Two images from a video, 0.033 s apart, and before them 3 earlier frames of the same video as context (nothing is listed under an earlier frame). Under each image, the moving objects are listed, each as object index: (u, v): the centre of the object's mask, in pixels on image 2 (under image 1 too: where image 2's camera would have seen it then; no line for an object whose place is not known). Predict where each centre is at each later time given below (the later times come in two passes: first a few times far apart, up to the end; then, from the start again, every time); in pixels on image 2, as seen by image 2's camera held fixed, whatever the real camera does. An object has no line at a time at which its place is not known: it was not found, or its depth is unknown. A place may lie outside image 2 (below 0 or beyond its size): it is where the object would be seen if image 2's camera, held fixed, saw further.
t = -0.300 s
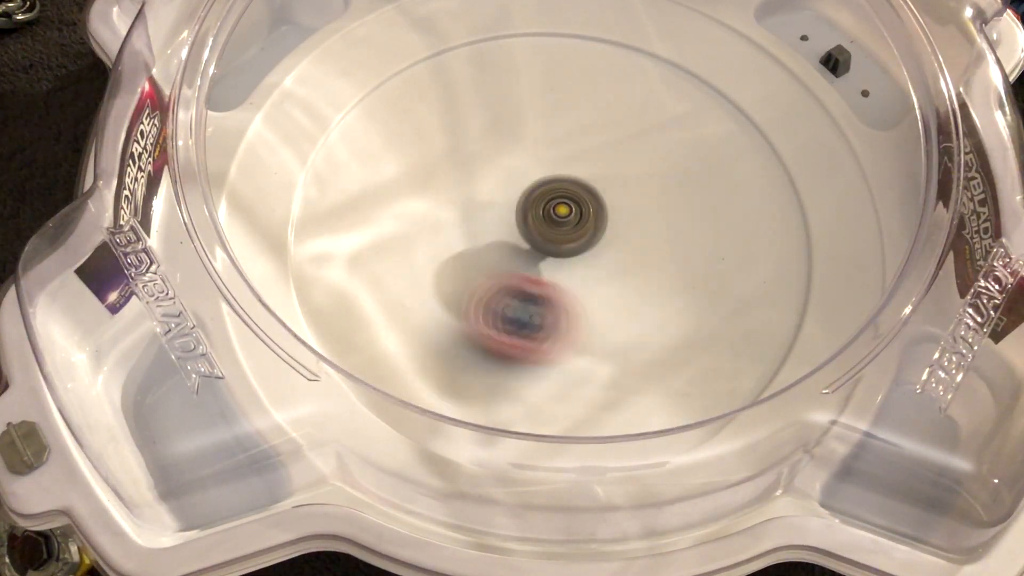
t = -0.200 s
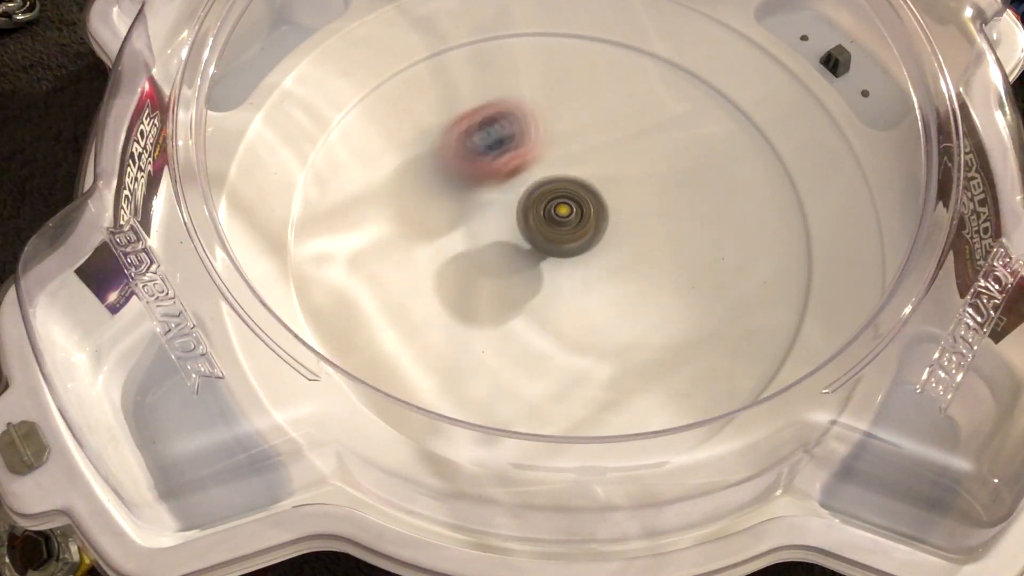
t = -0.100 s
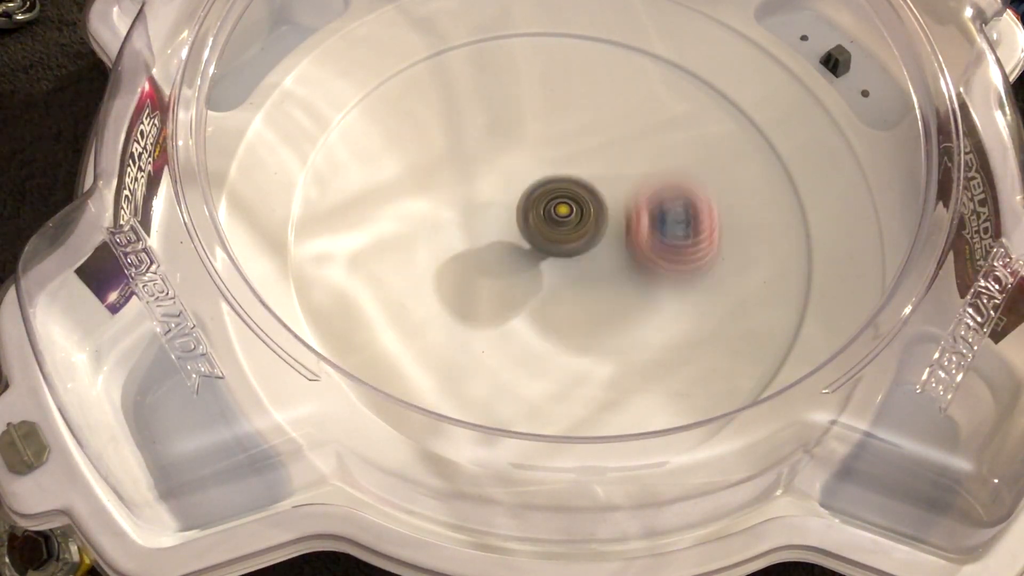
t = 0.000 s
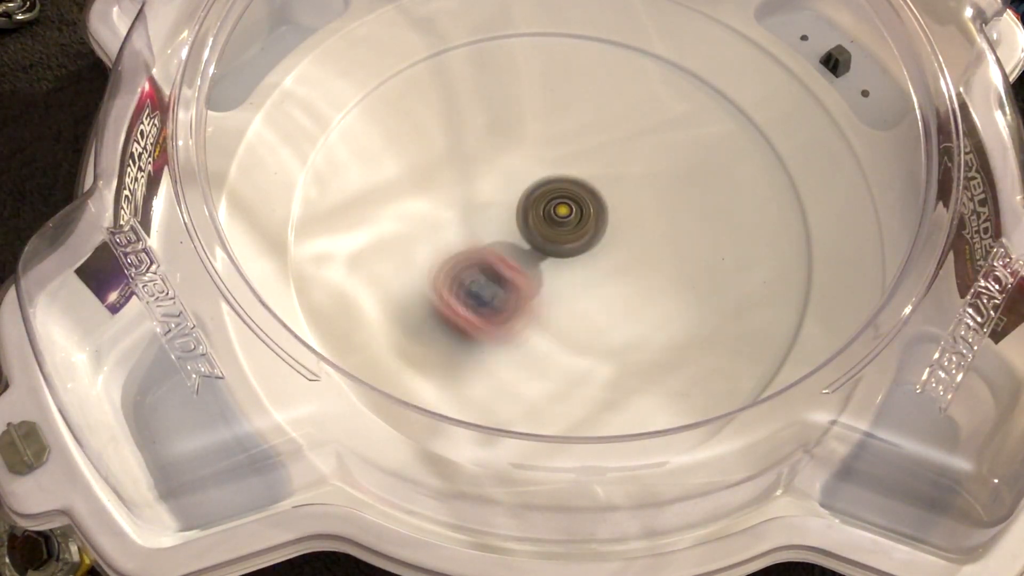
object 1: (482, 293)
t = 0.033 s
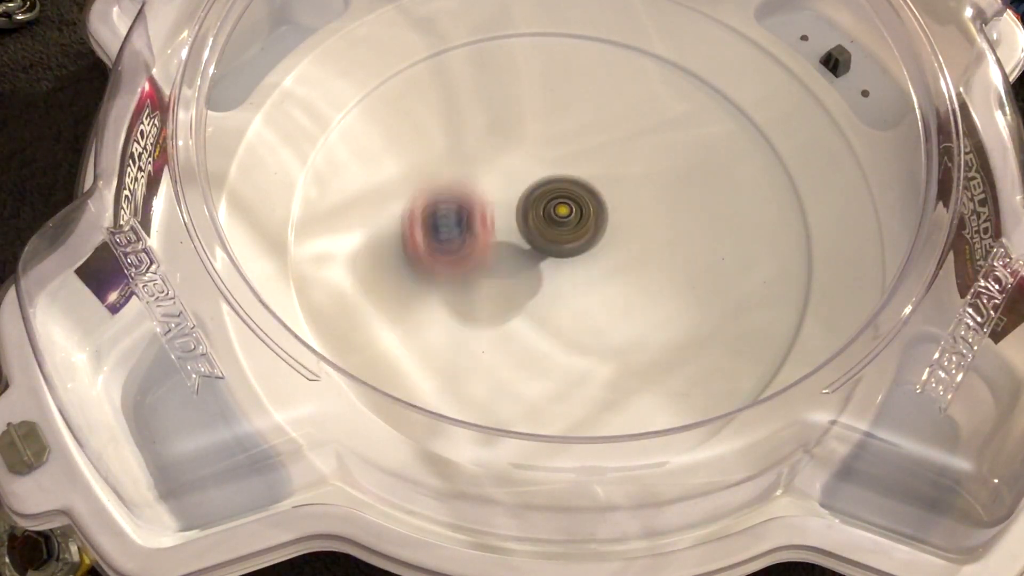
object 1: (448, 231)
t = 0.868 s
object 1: (661, 203)
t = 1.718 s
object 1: (542, 134)
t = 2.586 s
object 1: (454, 221)
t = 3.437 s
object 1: (560, 313)
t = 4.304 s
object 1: (658, 227)
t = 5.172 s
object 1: (568, 140)
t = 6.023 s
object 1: (479, 152)
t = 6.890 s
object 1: (537, 301)
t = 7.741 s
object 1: (598, 293)
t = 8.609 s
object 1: (588, 257)
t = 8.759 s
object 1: (588, 257)
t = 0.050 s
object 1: (453, 192)
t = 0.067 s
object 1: (470, 164)
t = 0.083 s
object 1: (500, 141)
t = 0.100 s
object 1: (537, 129)
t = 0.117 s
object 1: (577, 128)
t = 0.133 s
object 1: (613, 140)
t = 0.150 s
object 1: (645, 163)
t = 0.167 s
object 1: (664, 193)
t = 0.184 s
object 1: (669, 230)
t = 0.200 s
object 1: (659, 265)
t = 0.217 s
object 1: (636, 293)
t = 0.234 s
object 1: (597, 311)
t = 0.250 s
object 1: (554, 316)
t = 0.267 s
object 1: (511, 307)
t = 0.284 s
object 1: (479, 287)
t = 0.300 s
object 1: (455, 258)
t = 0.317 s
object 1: (448, 232)
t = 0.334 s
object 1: (448, 223)
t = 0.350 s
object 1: (448, 215)
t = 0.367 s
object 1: (449, 207)
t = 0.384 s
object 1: (451, 198)
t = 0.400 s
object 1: (454, 190)
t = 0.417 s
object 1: (457, 182)
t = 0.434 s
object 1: (462, 174)
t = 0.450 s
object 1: (468, 168)
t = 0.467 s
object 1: (474, 161)
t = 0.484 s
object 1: (481, 156)
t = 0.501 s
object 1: (488, 150)
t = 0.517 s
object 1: (496, 145)
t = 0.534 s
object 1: (505, 141)
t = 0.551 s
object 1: (514, 138)
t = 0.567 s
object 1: (522, 135)
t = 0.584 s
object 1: (531, 133)
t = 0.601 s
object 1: (541, 132)
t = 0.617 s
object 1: (551, 132)
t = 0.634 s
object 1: (561, 132)
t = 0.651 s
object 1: (570, 133)
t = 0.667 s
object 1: (580, 135)
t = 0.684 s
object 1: (589, 137)
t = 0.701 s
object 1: (598, 140)
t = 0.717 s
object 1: (607, 144)
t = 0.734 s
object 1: (615, 149)
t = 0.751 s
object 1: (624, 154)
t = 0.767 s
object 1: (632, 159)
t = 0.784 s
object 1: (638, 165)
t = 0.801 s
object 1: (644, 172)
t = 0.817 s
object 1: (649, 179)
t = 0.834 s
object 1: (654, 187)
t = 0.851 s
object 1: (658, 195)
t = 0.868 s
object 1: (661, 203)
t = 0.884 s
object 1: (664, 212)
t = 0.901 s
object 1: (665, 220)
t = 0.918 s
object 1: (665, 229)
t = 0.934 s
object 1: (664, 238)
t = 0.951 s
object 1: (663, 246)
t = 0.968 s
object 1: (661, 255)
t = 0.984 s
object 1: (657, 263)
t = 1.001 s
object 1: (653, 271)
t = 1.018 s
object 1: (648, 279)
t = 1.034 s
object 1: (642, 286)
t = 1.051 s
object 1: (635, 293)
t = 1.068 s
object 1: (627, 299)
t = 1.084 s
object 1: (618, 304)
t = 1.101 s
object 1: (609, 308)
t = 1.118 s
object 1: (600, 312)
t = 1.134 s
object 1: (590, 314)
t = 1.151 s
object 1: (580, 316)
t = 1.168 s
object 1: (570, 316)
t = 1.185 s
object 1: (560, 316)
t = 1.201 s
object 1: (548, 316)
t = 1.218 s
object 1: (538, 315)
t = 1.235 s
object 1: (528, 312)
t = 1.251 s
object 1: (519, 309)
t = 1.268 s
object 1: (510, 305)
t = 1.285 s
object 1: (502, 300)
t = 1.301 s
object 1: (494, 294)
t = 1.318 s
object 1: (486, 288)
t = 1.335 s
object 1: (479, 283)
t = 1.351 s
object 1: (473, 276)
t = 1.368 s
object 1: (468, 268)
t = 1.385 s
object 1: (463, 260)
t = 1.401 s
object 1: (459, 252)
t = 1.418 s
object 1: (456, 243)
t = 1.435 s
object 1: (455, 236)
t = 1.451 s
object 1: (454, 226)
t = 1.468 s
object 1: (454, 218)
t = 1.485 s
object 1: (455, 210)
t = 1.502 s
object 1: (457, 201)
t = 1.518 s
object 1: (459, 194)
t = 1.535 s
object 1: (463, 185)
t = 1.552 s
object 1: (467, 177)
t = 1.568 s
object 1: (472, 171)
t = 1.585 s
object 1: (477, 164)
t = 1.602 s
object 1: (484, 158)
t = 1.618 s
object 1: (491, 153)
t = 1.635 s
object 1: (499, 148)
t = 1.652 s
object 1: (507, 144)
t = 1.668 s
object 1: (516, 141)
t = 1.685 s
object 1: (524, 138)
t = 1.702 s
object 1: (533, 136)
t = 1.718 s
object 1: (542, 134)
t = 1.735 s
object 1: (552, 134)
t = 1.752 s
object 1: (560, 133)
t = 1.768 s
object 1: (570, 134)
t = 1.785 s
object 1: (579, 135)
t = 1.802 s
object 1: (588, 137)
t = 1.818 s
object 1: (598, 140)
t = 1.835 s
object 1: (606, 143)
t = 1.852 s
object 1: (614, 147)
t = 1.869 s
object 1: (622, 152)
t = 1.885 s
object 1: (629, 157)
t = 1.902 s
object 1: (636, 163)
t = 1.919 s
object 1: (641, 170)
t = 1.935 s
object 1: (647, 176)
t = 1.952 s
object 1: (652, 183)
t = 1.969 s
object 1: (656, 191)
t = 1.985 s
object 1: (660, 200)
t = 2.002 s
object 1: (662, 208)
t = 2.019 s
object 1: (663, 216)
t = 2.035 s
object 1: (664, 225)
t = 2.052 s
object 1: (663, 233)
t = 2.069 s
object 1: (661, 242)
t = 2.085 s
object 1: (659, 251)
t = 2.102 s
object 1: (656, 258)
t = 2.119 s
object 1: (652, 266)
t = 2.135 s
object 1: (647, 273)
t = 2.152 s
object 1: (641, 281)
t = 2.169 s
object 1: (635, 288)
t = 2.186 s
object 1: (627, 294)
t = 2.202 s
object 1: (619, 299)
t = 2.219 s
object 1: (611, 303)
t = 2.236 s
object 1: (602, 306)
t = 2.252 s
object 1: (591, 309)
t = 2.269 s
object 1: (582, 311)
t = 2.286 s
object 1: (571, 312)
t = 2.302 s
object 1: (560, 313)
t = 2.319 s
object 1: (550, 312)
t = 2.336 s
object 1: (540, 312)
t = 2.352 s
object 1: (531, 310)
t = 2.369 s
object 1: (522, 306)
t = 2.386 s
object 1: (512, 303)
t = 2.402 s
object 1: (504, 298)
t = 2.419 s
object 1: (496, 293)
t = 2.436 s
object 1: (488, 288)
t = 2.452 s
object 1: (481, 281)
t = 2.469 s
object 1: (475, 275)
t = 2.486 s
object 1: (470, 268)
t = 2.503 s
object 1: (464, 260)
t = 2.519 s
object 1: (461, 253)
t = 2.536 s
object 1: (457, 245)
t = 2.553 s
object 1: (455, 237)
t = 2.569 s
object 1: (454, 229)
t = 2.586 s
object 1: (454, 221)
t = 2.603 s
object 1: (454, 212)
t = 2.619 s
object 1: (455, 204)
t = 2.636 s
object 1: (458, 196)
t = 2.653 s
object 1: (461, 188)
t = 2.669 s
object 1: (465, 181)
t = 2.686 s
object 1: (470, 174)
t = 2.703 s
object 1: (474, 168)
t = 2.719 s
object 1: (480, 162)
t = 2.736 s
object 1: (487, 156)
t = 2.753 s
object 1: (494, 152)
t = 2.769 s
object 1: (502, 148)
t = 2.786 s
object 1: (510, 144)
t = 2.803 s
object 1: (519, 141)
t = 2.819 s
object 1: (527, 139)
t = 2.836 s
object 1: (537, 137)
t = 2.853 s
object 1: (545, 136)
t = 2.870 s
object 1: (555, 136)
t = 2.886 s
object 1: (563, 136)
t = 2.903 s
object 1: (573, 137)
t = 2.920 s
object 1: (582, 138)
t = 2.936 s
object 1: (590, 141)
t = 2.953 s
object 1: (598, 144)
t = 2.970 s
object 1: (607, 148)
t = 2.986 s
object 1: (615, 153)
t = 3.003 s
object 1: (622, 157)
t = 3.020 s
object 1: (629, 162)
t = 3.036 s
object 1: (636, 169)
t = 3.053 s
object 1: (641, 175)
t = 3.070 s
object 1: (646, 182)
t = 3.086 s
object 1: (651, 190)
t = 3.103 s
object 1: (655, 197)
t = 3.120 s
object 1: (657, 204)
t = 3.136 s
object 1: (659, 213)
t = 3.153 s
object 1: (660, 221)
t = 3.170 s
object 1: (661, 229)
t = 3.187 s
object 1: (660, 237)
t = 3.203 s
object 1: (659, 245)
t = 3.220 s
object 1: (656, 254)
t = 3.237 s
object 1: (652, 262)
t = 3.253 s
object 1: (649, 269)
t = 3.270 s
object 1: (643, 277)
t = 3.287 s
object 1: (638, 284)
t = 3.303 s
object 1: (631, 290)
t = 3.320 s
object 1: (624, 295)
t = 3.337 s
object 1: (617, 301)
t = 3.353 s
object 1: (608, 305)
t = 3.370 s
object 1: (599, 308)
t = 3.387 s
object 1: (590, 310)
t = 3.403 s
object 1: (580, 312)
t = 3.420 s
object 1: (570, 312)
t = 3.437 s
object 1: (560, 313)
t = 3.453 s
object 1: (550, 312)
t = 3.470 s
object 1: (540, 311)
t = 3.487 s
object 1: (531, 309)
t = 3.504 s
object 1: (522, 306)
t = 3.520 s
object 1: (513, 302)
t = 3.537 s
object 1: (505, 297)
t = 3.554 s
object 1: (496, 292)
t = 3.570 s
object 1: (490, 286)
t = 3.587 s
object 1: (484, 281)
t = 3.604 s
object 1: (478, 275)
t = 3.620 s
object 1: (472, 268)
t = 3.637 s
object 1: (468, 260)
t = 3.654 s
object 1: (464, 253)
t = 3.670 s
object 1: (461, 244)
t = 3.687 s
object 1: (459, 236)
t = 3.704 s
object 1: (458, 228)
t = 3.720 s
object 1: (458, 220)
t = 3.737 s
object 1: (458, 213)
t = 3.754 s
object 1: (460, 205)
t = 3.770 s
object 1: (462, 197)
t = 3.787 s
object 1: (465, 190)
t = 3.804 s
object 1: (469, 182)
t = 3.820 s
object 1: (474, 175)
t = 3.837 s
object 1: (479, 169)
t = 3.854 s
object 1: (484, 164)
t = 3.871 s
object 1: (490, 158)
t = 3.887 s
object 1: (498, 154)
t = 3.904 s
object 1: (506, 149)
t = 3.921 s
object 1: (514, 145)
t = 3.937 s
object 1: (521, 142)
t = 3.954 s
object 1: (530, 140)
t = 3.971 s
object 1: (538, 138)
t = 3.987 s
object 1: (547, 137)
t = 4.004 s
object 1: (556, 137)
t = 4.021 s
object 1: (565, 137)
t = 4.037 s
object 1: (574, 137)
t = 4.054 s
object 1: (582, 139)
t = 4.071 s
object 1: (591, 141)
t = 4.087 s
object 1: (599, 144)
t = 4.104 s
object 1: (607, 148)
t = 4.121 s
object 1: (615, 152)
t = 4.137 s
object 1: (622, 156)
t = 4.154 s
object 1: (629, 162)
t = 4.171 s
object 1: (635, 168)
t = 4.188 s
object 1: (641, 174)
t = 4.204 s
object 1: (645, 181)
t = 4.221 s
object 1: (650, 188)
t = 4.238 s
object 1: (653, 195)
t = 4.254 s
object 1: (656, 203)
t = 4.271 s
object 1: (658, 211)
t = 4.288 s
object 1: (659, 219)
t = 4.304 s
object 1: (658, 227)
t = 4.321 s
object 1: (658, 235)
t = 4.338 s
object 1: (656, 243)
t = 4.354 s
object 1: (653, 251)
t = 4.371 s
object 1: (650, 259)
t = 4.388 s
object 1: (647, 266)
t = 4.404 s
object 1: (641, 273)
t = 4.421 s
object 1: (636, 280)
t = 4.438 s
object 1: (630, 286)
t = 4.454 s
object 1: (623, 291)
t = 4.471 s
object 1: (616, 296)
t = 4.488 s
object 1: (608, 300)
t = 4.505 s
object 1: (598, 303)
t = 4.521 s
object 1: (589, 306)
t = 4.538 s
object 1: (580, 307)
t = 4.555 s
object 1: (571, 308)
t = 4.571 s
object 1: (561, 309)
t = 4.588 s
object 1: (551, 308)
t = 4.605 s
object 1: (542, 307)
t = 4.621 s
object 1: (532, 306)
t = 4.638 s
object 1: (523, 303)
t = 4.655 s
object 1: (515, 299)
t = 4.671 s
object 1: (507, 295)
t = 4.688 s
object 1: (499, 289)
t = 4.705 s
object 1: (492, 284)
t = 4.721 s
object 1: (486, 279)
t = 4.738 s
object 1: (479, 273)
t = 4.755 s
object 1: (474, 267)
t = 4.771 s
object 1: (469, 259)
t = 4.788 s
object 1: (465, 252)
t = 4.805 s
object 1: (462, 245)
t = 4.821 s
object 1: (461, 238)
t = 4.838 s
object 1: (459, 230)
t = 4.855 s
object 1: (459, 222)
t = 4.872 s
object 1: (459, 215)
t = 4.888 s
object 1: (460, 207)
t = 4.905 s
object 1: (462, 199)
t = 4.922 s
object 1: (465, 191)
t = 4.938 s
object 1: (469, 185)
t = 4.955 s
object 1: (473, 178)
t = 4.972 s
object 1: (477, 172)
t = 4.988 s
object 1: (483, 167)
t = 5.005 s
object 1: (490, 161)
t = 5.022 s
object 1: (497, 156)
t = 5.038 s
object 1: (504, 153)
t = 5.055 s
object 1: (512, 149)
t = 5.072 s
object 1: (519, 146)
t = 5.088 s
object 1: (527, 144)
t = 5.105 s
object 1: (535, 142)
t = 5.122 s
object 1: (544, 140)
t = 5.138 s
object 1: (552, 140)
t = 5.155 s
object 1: (560, 139)
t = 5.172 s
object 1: (568, 140)
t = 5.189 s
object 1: (576, 141)
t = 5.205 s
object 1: (584, 142)
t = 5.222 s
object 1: (592, 145)
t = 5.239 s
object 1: (599, 148)
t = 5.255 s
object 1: (607, 152)
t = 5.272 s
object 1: (615, 156)
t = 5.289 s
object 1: (620, 157)
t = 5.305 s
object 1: (625, 154)
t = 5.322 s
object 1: (630, 151)
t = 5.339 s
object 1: (634, 150)
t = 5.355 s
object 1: (638, 150)
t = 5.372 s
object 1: (642, 151)
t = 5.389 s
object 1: (646, 153)
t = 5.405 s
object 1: (650, 157)
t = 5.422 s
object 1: (653, 161)
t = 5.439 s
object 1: (655, 166)
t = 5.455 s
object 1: (656, 170)
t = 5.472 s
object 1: (655, 177)
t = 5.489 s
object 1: (654, 183)
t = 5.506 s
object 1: (651, 188)
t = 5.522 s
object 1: (647, 194)
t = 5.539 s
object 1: (642, 199)
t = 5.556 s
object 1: (637, 204)
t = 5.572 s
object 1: (632, 209)
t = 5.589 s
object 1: (627, 212)
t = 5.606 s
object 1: (620, 213)
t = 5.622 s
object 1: (612, 211)
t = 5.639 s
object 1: (603, 205)
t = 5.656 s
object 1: (596, 201)
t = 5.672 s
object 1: (589, 199)
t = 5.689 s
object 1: (581, 196)
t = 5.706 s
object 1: (575, 193)
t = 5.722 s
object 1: (569, 191)
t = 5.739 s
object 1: (562, 190)
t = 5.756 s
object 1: (556, 187)
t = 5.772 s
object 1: (551, 184)
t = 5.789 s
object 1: (545, 182)
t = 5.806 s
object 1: (540, 180)
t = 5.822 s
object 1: (533, 177)
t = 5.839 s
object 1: (528, 175)
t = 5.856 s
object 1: (524, 174)
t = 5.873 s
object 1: (518, 172)
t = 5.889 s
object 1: (513, 169)
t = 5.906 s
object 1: (507, 167)
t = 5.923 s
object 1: (504, 166)
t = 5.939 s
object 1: (498, 163)
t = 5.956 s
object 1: (494, 161)
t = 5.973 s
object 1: (490, 158)
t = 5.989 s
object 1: (486, 157)
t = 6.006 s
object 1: (483, 154)
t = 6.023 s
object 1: (479, 152)
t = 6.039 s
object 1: (477, 150)
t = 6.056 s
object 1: (474, 148)
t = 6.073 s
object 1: (474, 146)
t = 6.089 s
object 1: (473, 144)
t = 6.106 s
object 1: (474, 143)
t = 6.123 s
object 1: (474, 143)
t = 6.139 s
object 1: (475, 143)
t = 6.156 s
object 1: (478, 144)
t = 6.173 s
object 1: (480, 145)
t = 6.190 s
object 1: (482, 146)
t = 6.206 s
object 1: (485, 149)
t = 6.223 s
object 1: (489, 152)
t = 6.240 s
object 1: (487, 154)
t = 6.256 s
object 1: (478, 153)
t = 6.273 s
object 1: (466, 156)
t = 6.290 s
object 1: (456, 159)
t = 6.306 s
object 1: (449, 162)
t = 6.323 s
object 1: (446, 163)
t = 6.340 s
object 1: (440, 168)
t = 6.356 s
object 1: (439, 171)
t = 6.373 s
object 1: (436, 176)
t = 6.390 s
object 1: (436, 180)
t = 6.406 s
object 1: (435, 183)
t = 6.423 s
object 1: (437, 188)
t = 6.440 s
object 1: (438, 191)
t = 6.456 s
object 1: (440, 195)
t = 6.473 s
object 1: (442, 198)
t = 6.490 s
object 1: (445, 202)
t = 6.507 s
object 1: (448, 205)
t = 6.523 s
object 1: (452, 209)
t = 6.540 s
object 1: (456, 212)
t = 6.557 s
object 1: (460, 215)
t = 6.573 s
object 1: (465, 217)
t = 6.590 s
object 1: (469, 220)
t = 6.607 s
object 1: (475, 222)
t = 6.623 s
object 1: (479, 224)
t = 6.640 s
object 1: (485, 225)
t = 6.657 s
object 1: (490, 226)
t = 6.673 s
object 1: (497, 228)
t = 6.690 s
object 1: (501, 228)
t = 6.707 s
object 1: (507, 230)
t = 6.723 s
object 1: (511, 232)
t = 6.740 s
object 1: (517, 235)
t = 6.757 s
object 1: (521, 240)
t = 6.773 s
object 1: (524, 248)
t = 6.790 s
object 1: (525, 257)
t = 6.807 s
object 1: (528, 264)
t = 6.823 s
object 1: (530, 271)
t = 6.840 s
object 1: (532, 281)
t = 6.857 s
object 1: (535, 288)
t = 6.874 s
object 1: (536, 294)
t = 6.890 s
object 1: (537, 301)
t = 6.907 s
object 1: (538, 305)
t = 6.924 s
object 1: (538, 310)
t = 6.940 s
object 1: (538, 313)
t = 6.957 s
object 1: (538, 314)
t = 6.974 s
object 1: (537, 315)
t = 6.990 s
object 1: (535, 316)
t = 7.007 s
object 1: (535, 317)
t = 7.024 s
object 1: (535, 317)
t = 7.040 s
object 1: (536, 316)
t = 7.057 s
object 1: (538, 315)
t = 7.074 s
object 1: (539, 313)
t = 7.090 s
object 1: (541, 310)
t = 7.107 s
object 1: (541, 307)
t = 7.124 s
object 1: (542, 304)
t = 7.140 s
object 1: (542, 304)
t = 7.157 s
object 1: (542, 297)
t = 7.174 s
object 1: (542, 294)
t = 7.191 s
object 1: (542, 294)
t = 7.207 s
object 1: (542, 286)
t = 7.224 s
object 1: (543, 284)
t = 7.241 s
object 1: (544, 283)
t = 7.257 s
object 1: (545, 281)
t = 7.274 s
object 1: (549, 284)
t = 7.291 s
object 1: (553, 282)
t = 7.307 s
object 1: (559, 282)
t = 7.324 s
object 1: (563, 281)
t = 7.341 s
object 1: (566, 283)
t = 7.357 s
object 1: (568, 284)
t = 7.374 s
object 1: (570, 285)
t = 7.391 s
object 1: (572, 285)
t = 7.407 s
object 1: (574, 282)
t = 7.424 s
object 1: (575, 282)
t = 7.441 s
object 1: (576, 282)
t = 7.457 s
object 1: (577, 283)
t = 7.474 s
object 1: (578, 283)
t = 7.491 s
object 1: (579, 283)
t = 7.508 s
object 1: (581, 283)
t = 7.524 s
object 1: (582, 284)
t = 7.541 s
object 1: (583, 284)
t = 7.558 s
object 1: (584, 284)
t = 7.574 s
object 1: (585, 285)
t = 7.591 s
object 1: (585, 286)
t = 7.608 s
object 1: (585, 286)
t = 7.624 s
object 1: (585, 286)
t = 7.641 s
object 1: (585, 285)
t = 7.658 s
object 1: (584, 284)
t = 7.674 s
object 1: (584, 284)
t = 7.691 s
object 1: (587, 287)
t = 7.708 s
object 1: (591, 290)
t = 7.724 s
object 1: (594, 292)
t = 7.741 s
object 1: (598, 293)
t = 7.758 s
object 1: (599, 295)
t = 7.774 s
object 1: (600, 296)
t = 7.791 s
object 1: (601, 296)
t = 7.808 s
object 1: (601, 295)
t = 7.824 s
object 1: (601, 294)
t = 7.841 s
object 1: (600, 292)
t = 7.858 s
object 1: (599, 290)
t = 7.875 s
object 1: (598, 289)
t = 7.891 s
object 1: (596, 287)
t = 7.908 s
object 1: (595, 286)
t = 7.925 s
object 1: (593, 284)
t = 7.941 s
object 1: (590, 287)
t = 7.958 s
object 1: (589, 284)
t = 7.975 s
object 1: (591, 280)
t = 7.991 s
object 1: (591, 278)
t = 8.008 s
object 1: (591, 276)
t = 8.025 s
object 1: (590, 275)
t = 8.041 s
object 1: (589, 272)
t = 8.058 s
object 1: (589, 271)
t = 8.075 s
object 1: (589, 269)
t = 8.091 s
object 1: (589, 268)
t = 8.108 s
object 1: (588, 267)
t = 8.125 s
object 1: (587, 265)
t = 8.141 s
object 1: (585, 264)
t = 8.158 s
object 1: (585, 263)
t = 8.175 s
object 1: (585, 263)
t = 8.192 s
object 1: (585, 263)
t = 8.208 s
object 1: (585, 262)
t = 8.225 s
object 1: (585, 262)
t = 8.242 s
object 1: (585, 261)
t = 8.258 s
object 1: (585, 261)
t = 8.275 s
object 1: (585, 261)
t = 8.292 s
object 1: (585, 261)
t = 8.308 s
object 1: (585, 261)
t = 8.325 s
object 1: (585, 261)
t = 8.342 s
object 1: (585, 261)
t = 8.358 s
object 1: (585, 261)
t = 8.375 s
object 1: (585, 261)
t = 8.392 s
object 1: (586, 262)
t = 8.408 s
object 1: (586, 262)
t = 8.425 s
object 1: (586, 262)
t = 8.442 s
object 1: (585, 262)
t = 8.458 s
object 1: (585, 261)
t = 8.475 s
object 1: (585, 261)
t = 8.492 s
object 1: (585, 261)
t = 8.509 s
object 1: (586, 261)
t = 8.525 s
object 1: (587, 260)
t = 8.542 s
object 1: (588, 260)
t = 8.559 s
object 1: (589, 259)
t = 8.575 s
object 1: (589, 258)
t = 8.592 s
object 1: (589, 258)
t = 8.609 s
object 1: (588, 257)
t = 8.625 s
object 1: (589, 257)
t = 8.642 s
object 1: (588, 257)
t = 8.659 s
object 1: (588, 257)
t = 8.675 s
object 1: (588, 257)
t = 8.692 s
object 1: (588, 257)
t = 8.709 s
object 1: (588, 257)
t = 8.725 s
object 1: (588, 257)
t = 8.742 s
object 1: (588, 257)
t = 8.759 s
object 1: (588, 257)
